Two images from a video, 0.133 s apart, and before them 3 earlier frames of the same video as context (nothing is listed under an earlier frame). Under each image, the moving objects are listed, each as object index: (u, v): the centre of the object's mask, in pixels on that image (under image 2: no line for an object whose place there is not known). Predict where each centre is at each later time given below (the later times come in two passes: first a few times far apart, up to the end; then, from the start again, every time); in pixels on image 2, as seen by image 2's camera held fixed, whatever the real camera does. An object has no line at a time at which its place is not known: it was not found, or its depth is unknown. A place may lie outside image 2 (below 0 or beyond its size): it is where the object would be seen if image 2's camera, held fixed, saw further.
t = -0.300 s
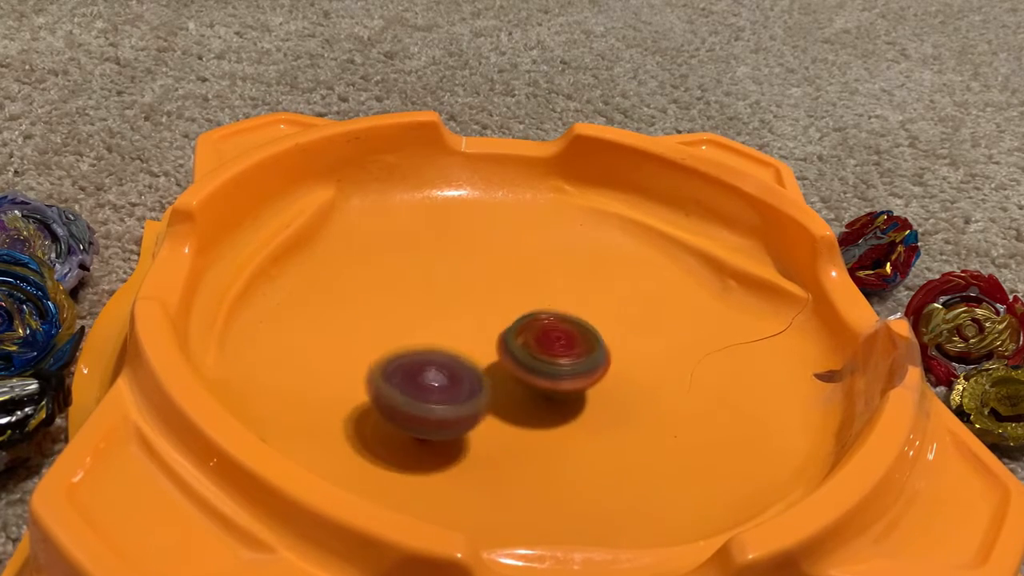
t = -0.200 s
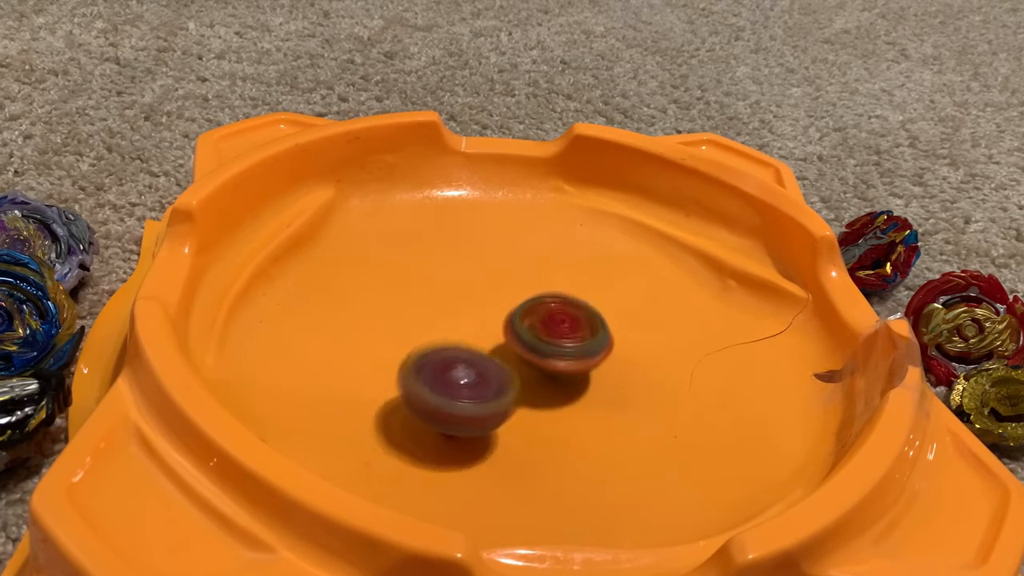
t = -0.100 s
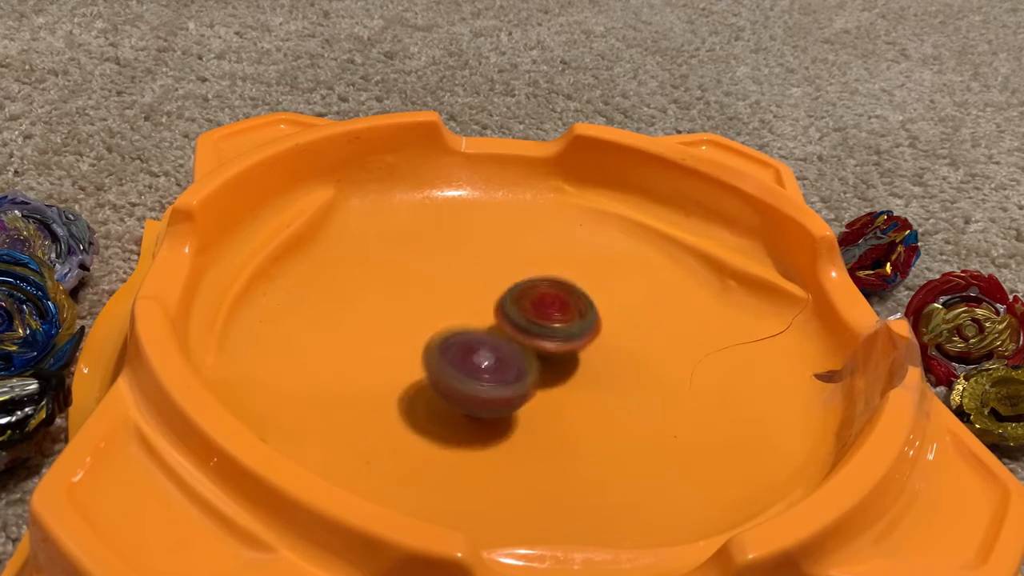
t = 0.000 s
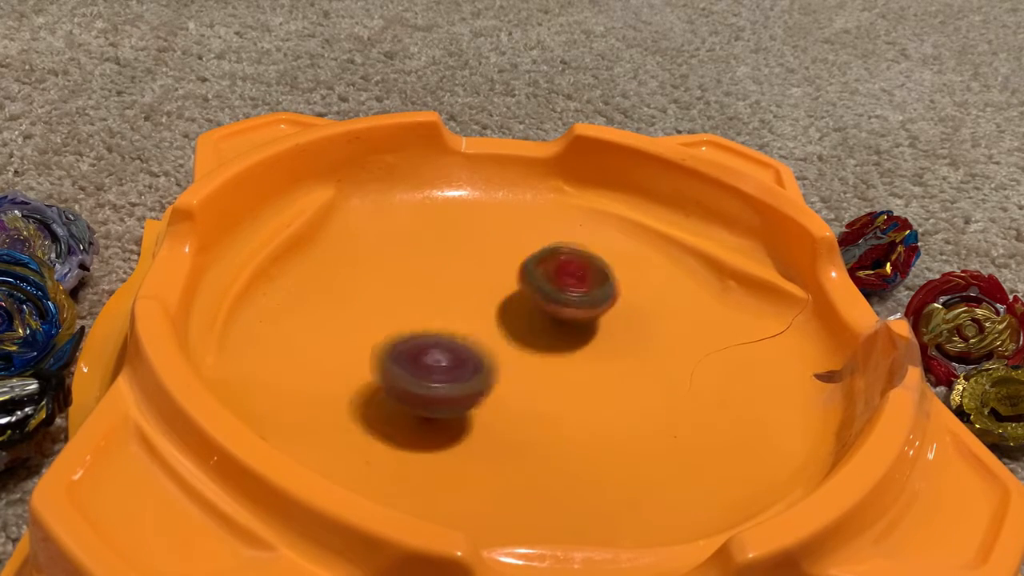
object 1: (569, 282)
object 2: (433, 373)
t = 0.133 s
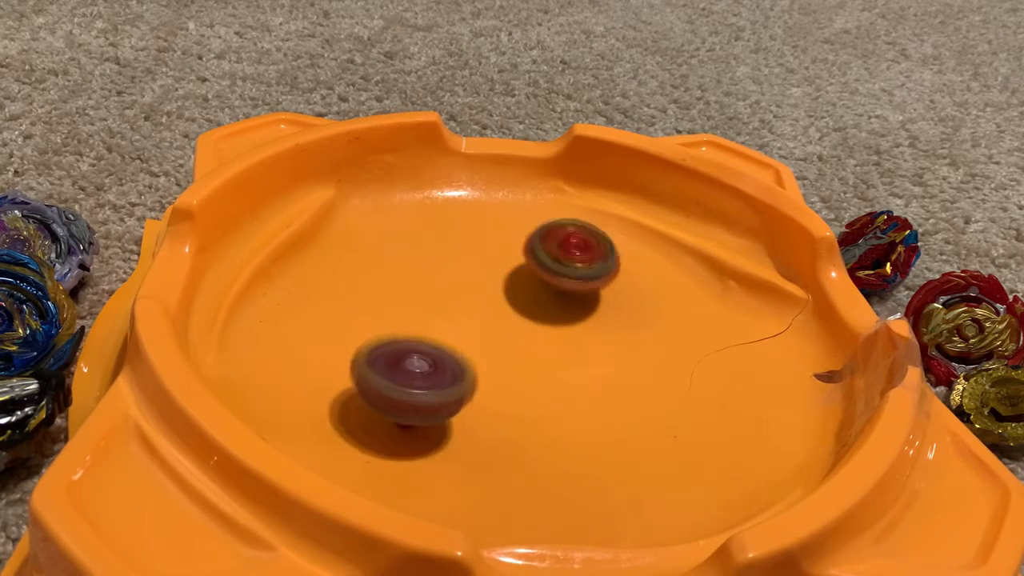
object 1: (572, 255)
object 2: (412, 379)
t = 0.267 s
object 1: (562, 243)
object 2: (431, 376)
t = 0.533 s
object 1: (547, 277)
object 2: (465, 325)
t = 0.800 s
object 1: (600, 326)
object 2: (449, 296)
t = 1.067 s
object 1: (625, 357)
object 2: (479, 295)
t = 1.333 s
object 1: (593, 370)
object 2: (538, 285)
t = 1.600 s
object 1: (517, 370)
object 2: (572, 265)
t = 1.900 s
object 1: (449, 340)
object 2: (595, 278)
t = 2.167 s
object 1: (449, 315)
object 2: (609, 311)
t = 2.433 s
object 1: (503, 289)
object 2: (588, 350)
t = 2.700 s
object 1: (570, 284)
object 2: (545, 369)
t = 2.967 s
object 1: (621, 285)
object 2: (498, 364)
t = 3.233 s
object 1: (615, 306)
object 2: (469, 334)
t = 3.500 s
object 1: (570, 346)
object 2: (466, 301)
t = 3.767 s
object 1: (540, 376)
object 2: (450, 271)
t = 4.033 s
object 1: (510, 365)
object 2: (490, 285)
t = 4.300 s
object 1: (479, 337)
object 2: (576, 276)
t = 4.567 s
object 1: (474, 299)
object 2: (632, 284)
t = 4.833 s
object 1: (499, 290)
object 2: (653, 316)
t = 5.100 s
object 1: (532, 294)
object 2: (651, 370)
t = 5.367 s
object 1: (530, 298)
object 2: (647, 415)
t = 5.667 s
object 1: (562, 306)
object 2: (537, 413)
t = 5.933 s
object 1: (592, 270)
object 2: (444, 396)
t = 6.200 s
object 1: (589, 280)
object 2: (457, 336)
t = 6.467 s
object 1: (628, 315)
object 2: (422, 286)
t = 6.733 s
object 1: (590, 343)
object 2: (477, 294)
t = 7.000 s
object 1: (537, 363)
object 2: (501, 284)
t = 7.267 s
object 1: (476, 338)
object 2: (540, 285)
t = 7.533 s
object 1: (476, 302)
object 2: (593, 305)
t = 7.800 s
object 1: (509, 288)
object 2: (614, 348)
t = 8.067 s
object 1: (538, 281)
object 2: (579, 382)
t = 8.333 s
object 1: (576, 282)
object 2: (549, 351)
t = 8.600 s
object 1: (613, 298)
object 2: (533, 339)
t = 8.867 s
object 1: (607, 323)
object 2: (499, 342)
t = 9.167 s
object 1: (592, 342)
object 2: (471, 317)
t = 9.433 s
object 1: (576, 359)
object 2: (477, 301)
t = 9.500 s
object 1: (573, 358)
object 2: (474, 305)
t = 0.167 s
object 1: (570, 250)
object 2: (415, 380)
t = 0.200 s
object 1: (568, 247)
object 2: (419, 380)
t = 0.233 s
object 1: (565, 244)
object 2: (424, 379)
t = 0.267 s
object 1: (562, 243)
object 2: (431, 376)
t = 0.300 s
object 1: (559, 243)
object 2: (436, 371)
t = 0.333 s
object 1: (556, 245)
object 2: (441, 366)
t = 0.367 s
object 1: (554, 248)
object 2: (445, 360)
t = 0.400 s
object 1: (551, 251)
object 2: (449, 354)
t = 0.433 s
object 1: (549, 257)
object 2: (453, 347)
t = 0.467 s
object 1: (547, 263)
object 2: (457, 340)
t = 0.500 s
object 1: (547, 269)
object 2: (461, 333)
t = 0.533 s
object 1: (547, 277)
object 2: (465, 325)
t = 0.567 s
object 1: (550, 284)
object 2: (466, 319)
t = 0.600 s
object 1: (558, 290)
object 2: (459, 314)
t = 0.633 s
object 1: (568, 297)
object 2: (454, 310)
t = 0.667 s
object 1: (576, 303)
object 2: (453, 307)
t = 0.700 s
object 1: (584, 310)
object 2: (451, 304)
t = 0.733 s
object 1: (590, 315)
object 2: (450, 300)
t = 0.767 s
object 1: (597, 321)
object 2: (449, 298)
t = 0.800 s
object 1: (600, 326)
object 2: (449, 296)
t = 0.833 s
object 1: (605, 331)
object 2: (450, 294)
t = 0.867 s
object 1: (610, 335)
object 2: (451, 293)
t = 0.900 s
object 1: (613, 340)
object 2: (452, 293)
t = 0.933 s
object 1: (616, 345)
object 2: (455, 293)
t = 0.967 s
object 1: (619, 348)
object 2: (460, 293)
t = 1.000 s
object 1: (622, 352)
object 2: (465, 294)
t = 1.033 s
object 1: (623, 354)
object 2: (472, 295)
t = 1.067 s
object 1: (625, 357)
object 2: (479, 295)
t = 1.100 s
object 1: (625, 360)
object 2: (487, 295)
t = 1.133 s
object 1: (623, 362)
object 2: (495, 295)
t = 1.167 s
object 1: (621, 363)
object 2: (502, 295)
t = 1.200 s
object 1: (618, 363)
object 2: (510, 295)
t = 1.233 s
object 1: (613, 363)
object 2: (518, 296)
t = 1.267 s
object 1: (607, 363)
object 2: (527, 298)
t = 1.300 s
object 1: (601, 366)
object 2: (534, 295)
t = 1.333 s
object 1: (593, 370)
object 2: (538, 285)
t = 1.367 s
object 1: (585, 372)
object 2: (544, 279)
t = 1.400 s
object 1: (577, 374)
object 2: (549, 275)
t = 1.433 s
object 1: (567, 375)
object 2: (553, 272)
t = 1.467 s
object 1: (558, 375)
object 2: (557, 270)
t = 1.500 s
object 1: (547, 374)
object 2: (562, 268)
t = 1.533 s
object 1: (537, 374)
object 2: (565, 267)
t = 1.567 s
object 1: (526, 372)
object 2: (569, 266)
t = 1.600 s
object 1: (517, 370)
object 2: (572, 265)
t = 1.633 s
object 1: (507, 369)
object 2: (575, 264)
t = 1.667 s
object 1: (498, 366)
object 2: (578, 265)
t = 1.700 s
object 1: (489, 364)
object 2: (581, 265)
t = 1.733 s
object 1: (481, 361)
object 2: (584, 266)
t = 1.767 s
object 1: (474, 357)
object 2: (587, 267)
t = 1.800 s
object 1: (466, 354)
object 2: (589, 270)
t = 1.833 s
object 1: (459, 349)
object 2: (591, 272)
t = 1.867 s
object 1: (453, 344)
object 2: (593, 276)
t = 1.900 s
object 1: (449, 340)
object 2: (595, 278)
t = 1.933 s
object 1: (445, 336)
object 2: (598, 282)
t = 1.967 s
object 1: (442, 332)
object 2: (600, 285)
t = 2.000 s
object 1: (440, 329)
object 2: (603, 290)
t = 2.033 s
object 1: (439, 326)
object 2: (604, 293)
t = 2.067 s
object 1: (440, 323)
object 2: (606, 298)
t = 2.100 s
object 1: (442, 321)
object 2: (607, 302)
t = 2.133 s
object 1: (445, 318)
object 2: (609, 307)
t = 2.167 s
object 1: (449, 315)
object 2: (609, 311)
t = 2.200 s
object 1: (455, 313)
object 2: (608, 316)
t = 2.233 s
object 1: (461, 309)
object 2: (605, 322)
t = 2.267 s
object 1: (467, 307)
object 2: (602, 327)
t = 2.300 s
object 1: (474, 303)
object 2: (599, 332)
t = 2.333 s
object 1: (481, 300)
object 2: (596, 337)
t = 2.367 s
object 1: (489, 297)
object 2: (593, 342)
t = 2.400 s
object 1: (496, 293)
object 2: (590, 346)
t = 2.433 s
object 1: (503, 289)
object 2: (588, 350)
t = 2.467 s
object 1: (510, 287)
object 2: (585, 353)
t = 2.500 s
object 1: (517, 286)
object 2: (581, 356)
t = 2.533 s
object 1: (525, 285)
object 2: (576, 360)
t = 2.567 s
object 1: (534, 285)
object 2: (571, 362)
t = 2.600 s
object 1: (542, 284)
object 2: (565, 364)
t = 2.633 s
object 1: (552, 284)
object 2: (559, 366)
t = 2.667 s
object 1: (562, 284)
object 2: (552, 369)
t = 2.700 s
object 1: (570, 284)
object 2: (545, 369)
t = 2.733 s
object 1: (579, 284)
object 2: (539, 370)
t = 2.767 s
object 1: (588, 284)
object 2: (533, 370)
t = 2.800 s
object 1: (596, 284)
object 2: (526, 369)
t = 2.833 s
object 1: (603, 284)
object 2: (520, 370)
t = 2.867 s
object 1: (609, 284)
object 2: (515, 369)
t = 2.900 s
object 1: (614, 284)
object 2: (509, 368)
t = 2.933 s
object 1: (618, 284)
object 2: (503, 366)
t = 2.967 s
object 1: (621, 285)
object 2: (498, 364)
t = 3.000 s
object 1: (623, 286)
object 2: (493, 362)
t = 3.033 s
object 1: (624, 288)
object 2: (489, 358)
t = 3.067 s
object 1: (623, 290)
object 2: (484, 356)
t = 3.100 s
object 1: (623, 292)
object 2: (481, 352)
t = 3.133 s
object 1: (621, 295)
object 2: (477, 347)
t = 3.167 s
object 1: (620, 299)
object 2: (474, 343)
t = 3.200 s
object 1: (618, 303)
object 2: (471, 339)
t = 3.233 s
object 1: (615, 306)
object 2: (469, 334)
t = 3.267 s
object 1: (612, 311)
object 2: (467, 330)
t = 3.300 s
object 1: (608, 315)
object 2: (466, 326)
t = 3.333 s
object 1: (603, 320)
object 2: (466, 322)
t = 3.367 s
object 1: (596, 325)
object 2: (465, 318)
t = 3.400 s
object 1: (589, 330)
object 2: (466, 314)
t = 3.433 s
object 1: (582, 334)
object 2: (467, 310)
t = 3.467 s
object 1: (575, 339)
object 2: (468, 307)
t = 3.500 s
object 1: (570, 346)
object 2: (466, 301)
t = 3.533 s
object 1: (569, 351)
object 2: (461, 295)
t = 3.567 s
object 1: (565, 357)
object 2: (457, 290)
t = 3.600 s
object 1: (561, 362)
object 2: (454, 286)
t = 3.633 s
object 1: (556, 366)
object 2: (451, 281)
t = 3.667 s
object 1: (551, 369)
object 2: (450, 278)
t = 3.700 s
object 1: (547, 372)
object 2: (450, 275)
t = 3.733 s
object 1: (543, 374)
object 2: (449, 272)
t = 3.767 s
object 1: (540, 376)
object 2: (450, 271)
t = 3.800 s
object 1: (535, 378)
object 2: (451, 271)
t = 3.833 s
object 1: (532, 378)
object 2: (454, 271)
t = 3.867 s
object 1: (529, 378)
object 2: (458, 273)
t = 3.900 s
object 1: (526, 377)
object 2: (463, 274)
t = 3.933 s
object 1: (522, 376)
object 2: (469, 277)
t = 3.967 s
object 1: (518, 373)
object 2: (476, 279)
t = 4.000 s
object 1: (514, 369)
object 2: (483, 283)
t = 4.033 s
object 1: (510, 365)
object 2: (490, 285)
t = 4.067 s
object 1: (506, 362)
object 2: (499, 287)
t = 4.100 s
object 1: (501, 360)
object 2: (512, 284)
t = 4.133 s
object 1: (495, 358)
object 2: (527, 280)
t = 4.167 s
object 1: (492, 356)
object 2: (540, 278)
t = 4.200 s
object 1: (488, 352)
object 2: (549, 277)
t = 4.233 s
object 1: (484, 347)
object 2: (559, 276)
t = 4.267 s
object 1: (481, 342)
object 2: (568, 276)
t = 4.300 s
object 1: (479, 337)
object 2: (576, 276)
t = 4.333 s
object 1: (477, 332)
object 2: (585, 275)
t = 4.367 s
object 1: (475, 327)
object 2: (592, 276)
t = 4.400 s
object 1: (473, 321)
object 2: (599, 277)
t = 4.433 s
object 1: (473, 317)
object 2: (606, 278)
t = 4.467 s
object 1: (473, 312)
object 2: (613, 279)
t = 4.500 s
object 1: (473, 307)
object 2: (620, 281)
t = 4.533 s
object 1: (473, 303)
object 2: (626, 283)
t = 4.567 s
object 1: (474, 299)
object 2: (632, 284)
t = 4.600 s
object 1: (476, 296)
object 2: (636, 287)
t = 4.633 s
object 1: (478, 293)
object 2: (640, 290)
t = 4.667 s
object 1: (479, 292)
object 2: (644, 293)
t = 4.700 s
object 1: (482, 290)
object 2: (648, 297)
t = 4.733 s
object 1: (487, 289)
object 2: (651, 300)
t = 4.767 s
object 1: (490, 288)
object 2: (653, 306)
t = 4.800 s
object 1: (494, 288)
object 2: (654, 311)
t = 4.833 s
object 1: (499, 290)
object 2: (653, 316)
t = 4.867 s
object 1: (505, 291)
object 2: (652, 322)
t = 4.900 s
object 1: (511, 292)
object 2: (650, 327)
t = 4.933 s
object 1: (517, 295)
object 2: (647, 331)
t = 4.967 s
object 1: (525, 298)
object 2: (642, 337)
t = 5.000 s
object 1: (533, 301)
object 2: (636, 341)
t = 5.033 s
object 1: (537, 302)
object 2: (634, 347)
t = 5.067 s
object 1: (536, 299)
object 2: (642, 357)
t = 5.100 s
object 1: (532, 294)
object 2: (651, 370)
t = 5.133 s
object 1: (530, 293)
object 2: (657, 381)
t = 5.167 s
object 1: (529, 291)
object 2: (660, 388)
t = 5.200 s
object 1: (528, 290)
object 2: (662, 394)
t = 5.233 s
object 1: (527, 290)
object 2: (662, 399)
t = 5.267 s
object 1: (527, 291)
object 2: (661, 404)
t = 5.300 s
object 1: (528, 293)
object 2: (658, 408)
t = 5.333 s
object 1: (528, 295)
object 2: (654, 412)
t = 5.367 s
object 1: (530, 298)
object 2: (647, 415)
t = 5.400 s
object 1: (531, 301)
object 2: (639, 415)
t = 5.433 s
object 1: (533, 304)
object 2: (629, 416)
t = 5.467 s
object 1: (535, 308)
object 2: (618, 415)
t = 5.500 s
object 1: (539, 312)
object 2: (607, 413)
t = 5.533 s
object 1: (542, 315)
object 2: (596, 410)
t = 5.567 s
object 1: (545, 318)
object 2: (584, 405)
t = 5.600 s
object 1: (548, 322)
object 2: (574, 400)
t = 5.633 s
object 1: (553, 320)
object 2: (560, 397)
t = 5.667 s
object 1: (562, 306)
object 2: (537, 413)
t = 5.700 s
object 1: (569, 296)
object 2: (516, 421)
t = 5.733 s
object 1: (573, 290)
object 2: (496, 423)
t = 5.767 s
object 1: (578, 286)
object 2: (483, 422)
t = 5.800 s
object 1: (582, 281)
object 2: (474, 419)
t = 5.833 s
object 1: (585, 277)
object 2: (464, 414)
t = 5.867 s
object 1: (588, 274)
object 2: (455, 409)
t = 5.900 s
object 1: (591, 270)
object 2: (447, 403)
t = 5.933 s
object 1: (592, 270)
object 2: (444, 396)
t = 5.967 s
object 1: (594, 269)
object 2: (440, 388)
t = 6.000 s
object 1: (594, 268)
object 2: (438, 380)
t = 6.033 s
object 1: (593, 269)
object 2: (438, 373)
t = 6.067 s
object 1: (593, 271)
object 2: (440, 364)
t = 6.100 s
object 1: (592, 272)
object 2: (441, 357)
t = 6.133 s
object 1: (592, 275)
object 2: (445, 349)
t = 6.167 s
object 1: (591, 277)
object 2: (451, 343)
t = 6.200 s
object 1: (589, 280)
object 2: (457, 336)
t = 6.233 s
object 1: (588, 284)
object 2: (464, 328)
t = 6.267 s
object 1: (586, 288)
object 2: (473, 323)
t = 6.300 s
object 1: (582, 293)
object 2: (482, 317)
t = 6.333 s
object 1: (588, 297)
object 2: (476, 307)
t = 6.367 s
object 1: (608, 300)
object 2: (453, 299)
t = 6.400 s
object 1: (621, 306)
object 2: (435, 294)
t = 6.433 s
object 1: (627, 309)
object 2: (425, 289)
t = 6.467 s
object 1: (628, 315)
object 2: (422, 286)
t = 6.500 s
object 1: (628, 317)
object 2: (426, 284)
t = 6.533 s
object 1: (625, 322)
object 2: (432, 284)
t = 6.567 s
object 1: (623, 325)
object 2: (438, 283)
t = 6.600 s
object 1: (617, 330)
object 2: (445, 285)
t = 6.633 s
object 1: (612, 333)
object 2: (452, 286)
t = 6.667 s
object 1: (606, 337)
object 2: (461, 288)
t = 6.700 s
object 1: (597, 340)
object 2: (468, 290)
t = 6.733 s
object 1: (590, 343)
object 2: (477, 294)
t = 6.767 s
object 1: (580, 345)
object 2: (484, 297)
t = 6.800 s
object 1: (576, 348)
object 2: (487, 297)
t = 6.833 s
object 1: (572, 353)
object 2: (487, 293)
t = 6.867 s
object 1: (567, 356)
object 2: (488, 290)
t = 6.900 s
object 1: (558, 357)
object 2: (492, 291)
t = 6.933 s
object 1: (551, 358)
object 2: (496, 290)
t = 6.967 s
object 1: (544, 361)
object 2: (498, 286)
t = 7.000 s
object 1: (537, 363)
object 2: (501, 284)
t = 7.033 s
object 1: (526, 362)
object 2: (504, 282)
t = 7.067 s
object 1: (519, 361)
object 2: (506, 280)
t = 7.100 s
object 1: (511, 359)
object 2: (511, 280)
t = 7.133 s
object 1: (502, 355)
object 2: (516, 280)
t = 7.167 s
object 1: (494, 350)
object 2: (520, 280)
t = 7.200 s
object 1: (487, 347)
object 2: (525, 282)
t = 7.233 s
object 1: (482, 343)
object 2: (532, 284)
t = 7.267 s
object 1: (476, 338)
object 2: (540, 285)
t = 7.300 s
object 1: (471, 333)
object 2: (549, 288)
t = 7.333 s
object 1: (470, 329)
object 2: (556, 288)
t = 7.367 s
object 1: (469, 324)
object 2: (561, 288)
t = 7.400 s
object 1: (468, 319)
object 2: (568, 292)
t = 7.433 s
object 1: (470, 314)
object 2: (574, 294)
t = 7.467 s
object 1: (472, 309)
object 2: (578, 297)
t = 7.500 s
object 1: (476, 306)
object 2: (584, 301)
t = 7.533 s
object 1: (476, 302)
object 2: (593, 305)
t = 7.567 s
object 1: (480, 297)
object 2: (597, 309)
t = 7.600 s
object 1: (484, 297)
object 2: (601, 314)
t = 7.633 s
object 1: (489, 295)
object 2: (605, 318)
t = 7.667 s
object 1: (494, 294)
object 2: (605, 323)
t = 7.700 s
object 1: (501, 293)
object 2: (605, 328)
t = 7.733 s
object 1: (503, 289)
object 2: (612, 334)
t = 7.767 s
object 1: (507, 287)
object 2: (615, 342)
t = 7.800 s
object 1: (509, 288)
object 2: (614, 348)
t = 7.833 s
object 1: (510, 286)
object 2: (611, 350)
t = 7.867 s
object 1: (515, 288)
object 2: (607, 353)
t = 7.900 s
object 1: (519, 288)
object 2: (603, 354)
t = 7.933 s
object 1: (524, 291)
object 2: (597, 356)
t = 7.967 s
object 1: (528, 292)
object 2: (589, 359)
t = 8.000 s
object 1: (532, 289)
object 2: (585, 370)
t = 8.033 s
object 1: (534, 283)
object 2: (582, 374)
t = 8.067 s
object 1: (538, 281)
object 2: (579, 382)
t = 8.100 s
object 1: (540, 280)
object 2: (573, 380)
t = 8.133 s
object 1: (545, 278)
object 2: (566, 382)
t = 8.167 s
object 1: (549, 278)
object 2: (560, 375)
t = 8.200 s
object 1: (555, 279)
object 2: (556, 374)
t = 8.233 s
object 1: (559, 279)
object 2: (554, 367)
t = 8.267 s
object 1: (564, 281)
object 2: (552, 362)
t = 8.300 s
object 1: (569, 282)
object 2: (550, 358)
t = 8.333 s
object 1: (576, 282)
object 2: (549, 351)
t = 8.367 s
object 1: (582, 283)
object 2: (546, 349)
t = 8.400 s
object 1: (588, 284)
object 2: (542, 347)
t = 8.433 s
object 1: (593, 286)
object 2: (542, 344)
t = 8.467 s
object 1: (597, 286)
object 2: (544, 341)
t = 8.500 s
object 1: (603, 288)
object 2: (545, 339)
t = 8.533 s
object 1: (607, 291)
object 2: (539, 338)
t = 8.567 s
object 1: (609, 294)
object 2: (537, 339)
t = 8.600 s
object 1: (613, 298)
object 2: (533, 339)
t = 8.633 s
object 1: (613, 301)
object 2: (530, 341)
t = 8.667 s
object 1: (615, 304)
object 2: (529, 341)
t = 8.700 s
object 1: (615, 307)
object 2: (523, 343)
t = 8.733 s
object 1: (615, 310)
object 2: (518, 343)
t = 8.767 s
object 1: (612, 314)
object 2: (516, 342)
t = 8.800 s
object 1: (611, 317)
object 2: (508, 343)
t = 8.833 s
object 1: (611, 319)
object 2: (502, 343)
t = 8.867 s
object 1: (607, 323)
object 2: (499, 342)
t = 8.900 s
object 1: (609, 324)
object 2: (489, 339)
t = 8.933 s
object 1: (606, 329)
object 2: (484, 334)
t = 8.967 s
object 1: (602, 329)
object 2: (482, 333)
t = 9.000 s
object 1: (600, 331)
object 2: (482, 331)
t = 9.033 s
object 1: (596, 331)
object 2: (484, 327)
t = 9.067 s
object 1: (591, 333)
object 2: (486, 326)
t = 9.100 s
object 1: (592, 338)
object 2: (481, 324)
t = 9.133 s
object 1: (593, 340)
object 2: (471, 316)
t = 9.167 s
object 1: (592, 342)
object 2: (471, 317)
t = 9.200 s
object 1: (590, 345)
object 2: (474, 316)
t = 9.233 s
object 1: (589, 347)
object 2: (481, 315)
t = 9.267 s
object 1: (591, 350)
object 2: (478, 307)
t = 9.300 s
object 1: (591, 354)
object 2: (472, 305)
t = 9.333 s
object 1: (589, 357)
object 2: (469, 303)
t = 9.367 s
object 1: (583, 358)
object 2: (471, 299)
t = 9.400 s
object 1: (577, 359)
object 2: (472, 299)
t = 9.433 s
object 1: (576, 359)
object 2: (477, 301)
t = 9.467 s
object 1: (572, 358)
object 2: (480, 304)
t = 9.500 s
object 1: (573, 358)
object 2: (474, 305)
